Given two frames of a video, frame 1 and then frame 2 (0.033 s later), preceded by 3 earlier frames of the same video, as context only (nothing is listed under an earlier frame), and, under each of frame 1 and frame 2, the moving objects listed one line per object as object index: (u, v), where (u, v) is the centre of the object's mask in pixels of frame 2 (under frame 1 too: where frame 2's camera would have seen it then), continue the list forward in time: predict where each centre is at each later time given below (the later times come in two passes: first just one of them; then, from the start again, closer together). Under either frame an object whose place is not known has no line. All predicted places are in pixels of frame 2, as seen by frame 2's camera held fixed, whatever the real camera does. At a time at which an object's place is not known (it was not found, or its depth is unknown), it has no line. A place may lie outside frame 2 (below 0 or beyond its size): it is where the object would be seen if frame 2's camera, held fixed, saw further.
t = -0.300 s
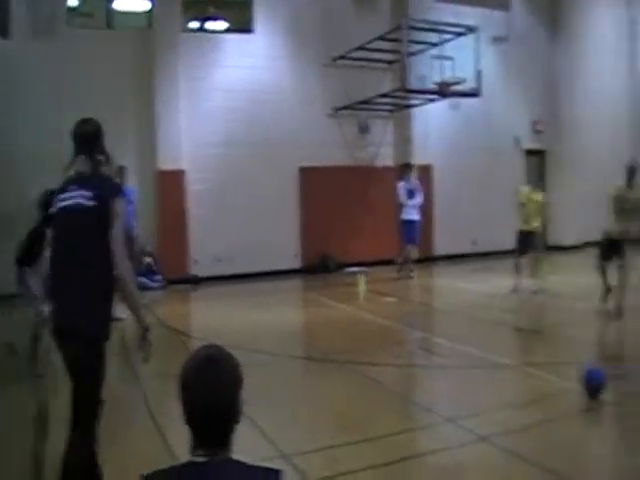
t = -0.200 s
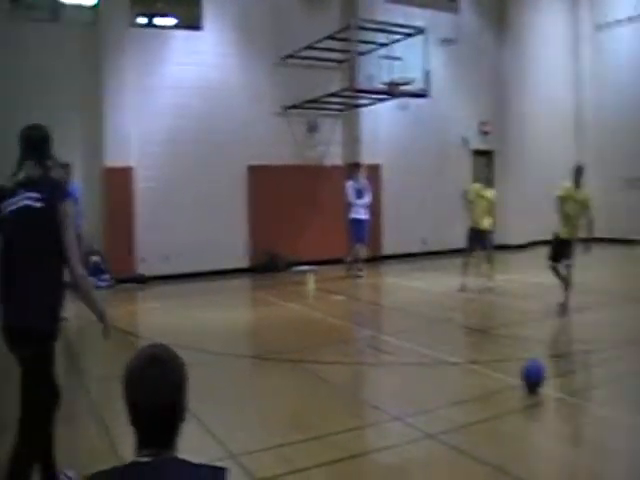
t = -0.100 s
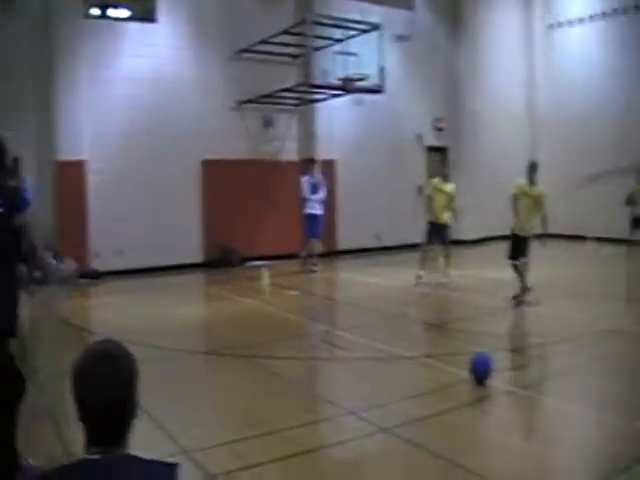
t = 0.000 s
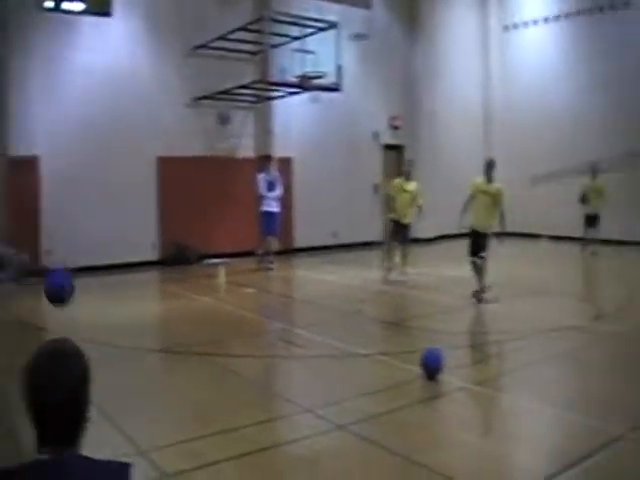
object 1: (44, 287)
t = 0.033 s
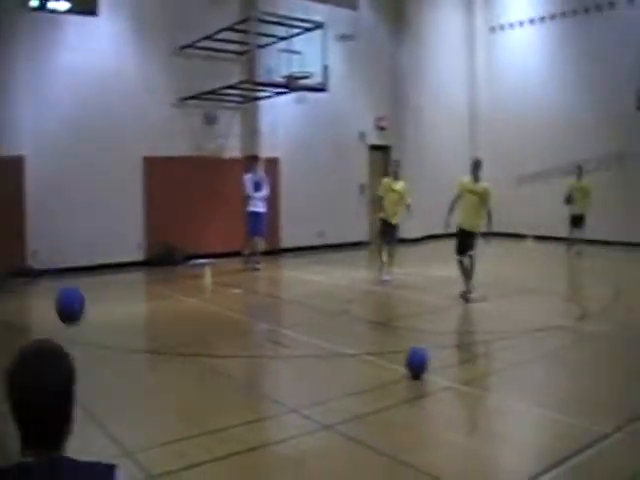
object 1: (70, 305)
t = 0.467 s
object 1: (256, 292)
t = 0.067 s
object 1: (96, 326)
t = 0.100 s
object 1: (122, 345)
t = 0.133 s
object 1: (148, 367)
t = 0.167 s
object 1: (172, 389)
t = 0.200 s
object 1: (194, 410)
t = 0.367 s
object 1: (232, 323)
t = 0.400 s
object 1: (240, 312)
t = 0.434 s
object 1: (248, 301)
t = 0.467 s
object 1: (256, 292)
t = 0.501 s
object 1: (264, 285)
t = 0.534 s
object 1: (273, 280)
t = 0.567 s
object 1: (282, 277)
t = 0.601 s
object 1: (290, 276)
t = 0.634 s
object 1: (299, 276)
